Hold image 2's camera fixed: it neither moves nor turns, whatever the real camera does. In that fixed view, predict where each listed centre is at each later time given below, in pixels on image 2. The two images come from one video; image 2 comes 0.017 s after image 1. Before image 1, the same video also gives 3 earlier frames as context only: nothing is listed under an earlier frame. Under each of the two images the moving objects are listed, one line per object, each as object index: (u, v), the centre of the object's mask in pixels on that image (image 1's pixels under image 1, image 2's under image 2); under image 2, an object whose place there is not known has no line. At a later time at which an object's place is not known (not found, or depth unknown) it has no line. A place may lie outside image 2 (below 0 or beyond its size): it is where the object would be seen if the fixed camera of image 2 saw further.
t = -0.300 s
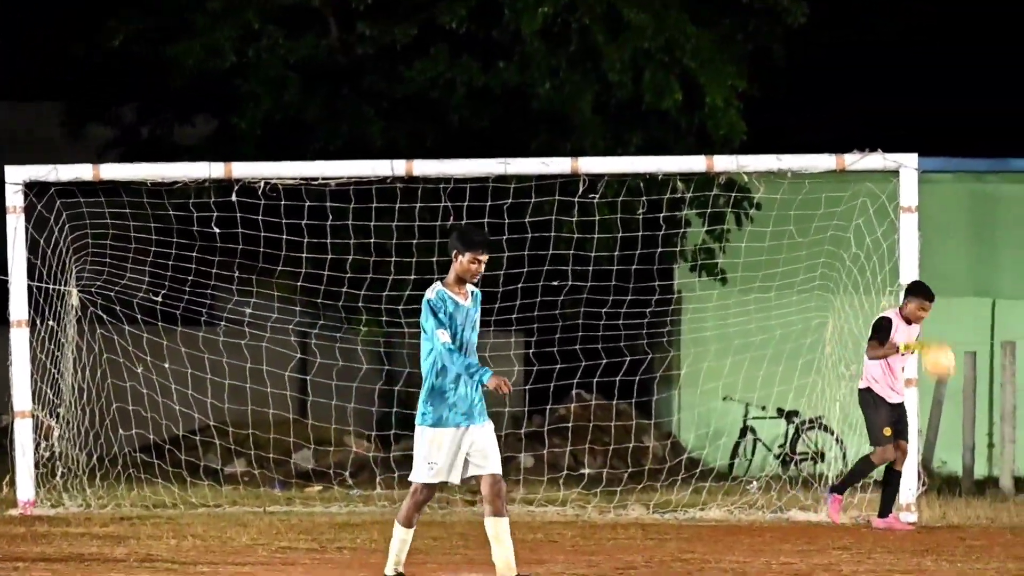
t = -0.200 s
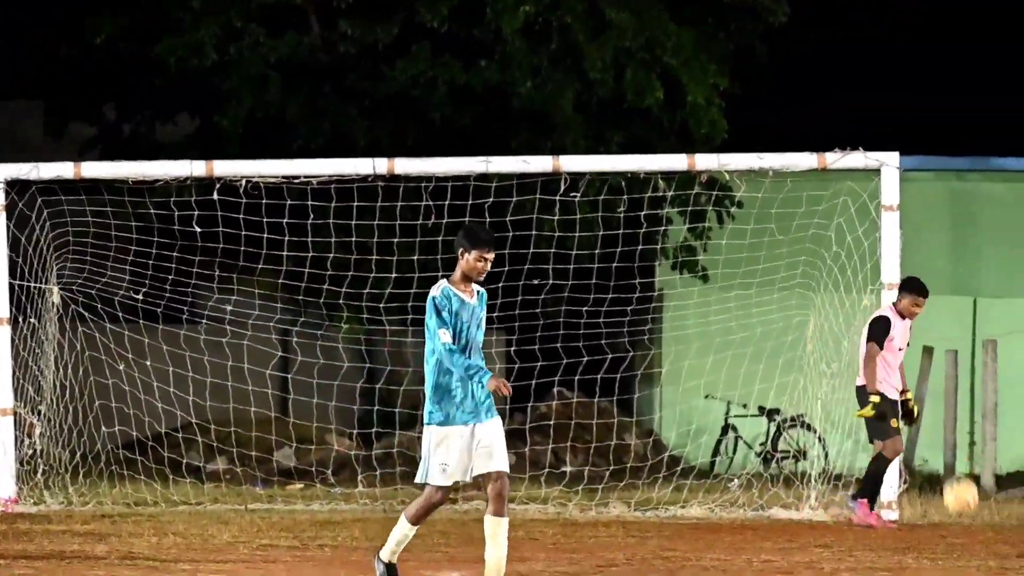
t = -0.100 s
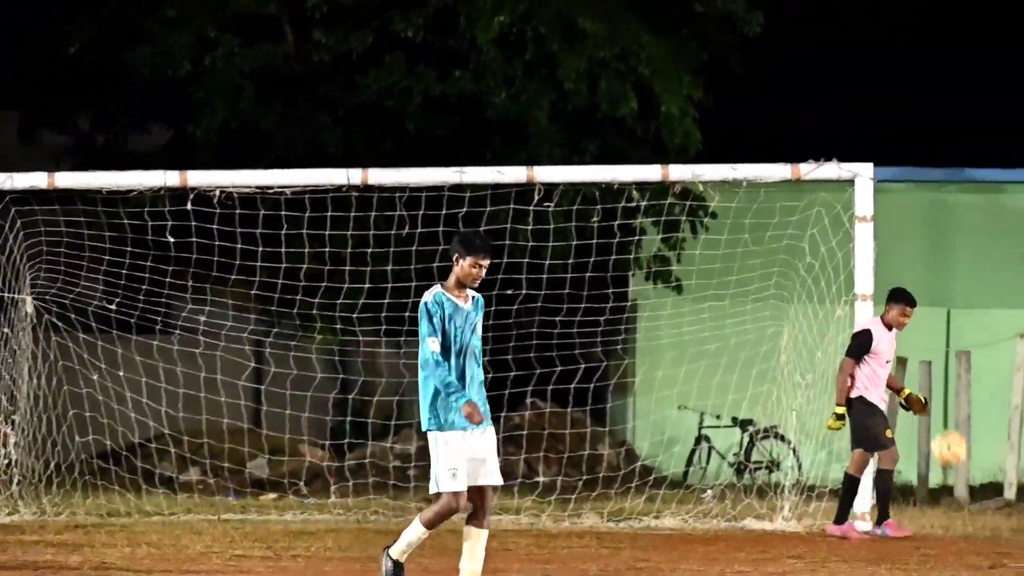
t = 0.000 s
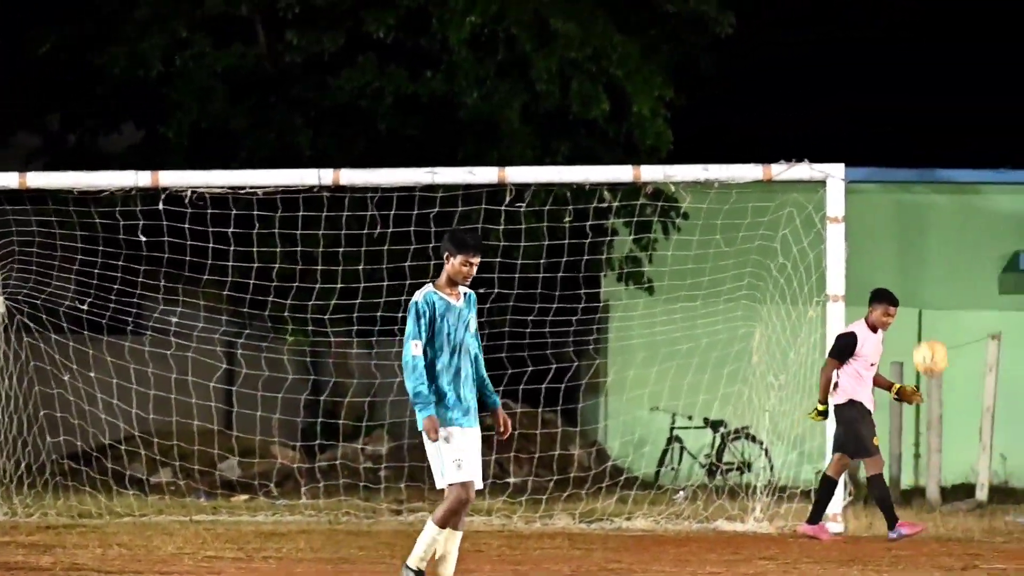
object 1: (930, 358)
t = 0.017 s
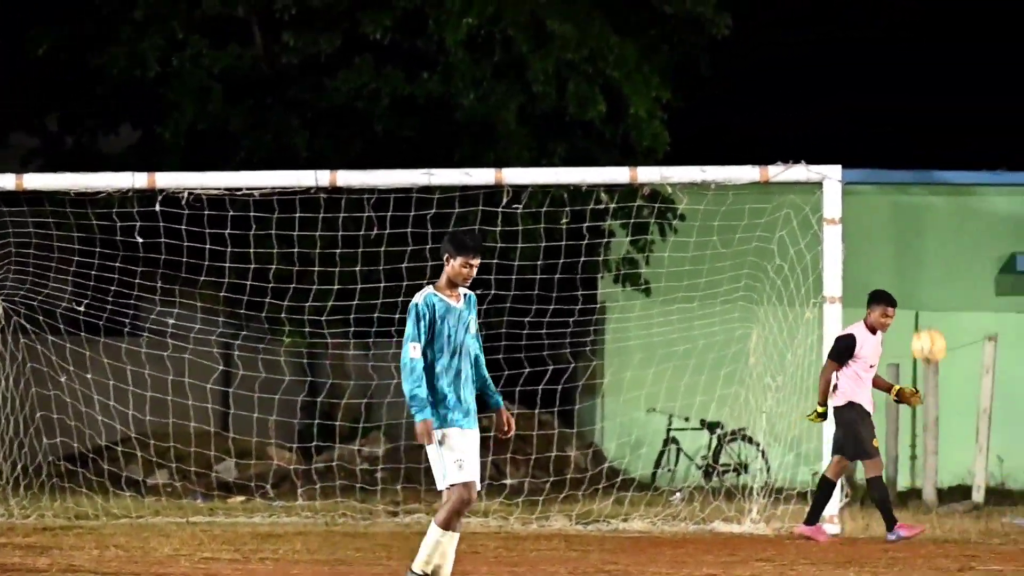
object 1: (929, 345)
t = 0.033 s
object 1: (930, 332)
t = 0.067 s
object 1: (935, 305)
